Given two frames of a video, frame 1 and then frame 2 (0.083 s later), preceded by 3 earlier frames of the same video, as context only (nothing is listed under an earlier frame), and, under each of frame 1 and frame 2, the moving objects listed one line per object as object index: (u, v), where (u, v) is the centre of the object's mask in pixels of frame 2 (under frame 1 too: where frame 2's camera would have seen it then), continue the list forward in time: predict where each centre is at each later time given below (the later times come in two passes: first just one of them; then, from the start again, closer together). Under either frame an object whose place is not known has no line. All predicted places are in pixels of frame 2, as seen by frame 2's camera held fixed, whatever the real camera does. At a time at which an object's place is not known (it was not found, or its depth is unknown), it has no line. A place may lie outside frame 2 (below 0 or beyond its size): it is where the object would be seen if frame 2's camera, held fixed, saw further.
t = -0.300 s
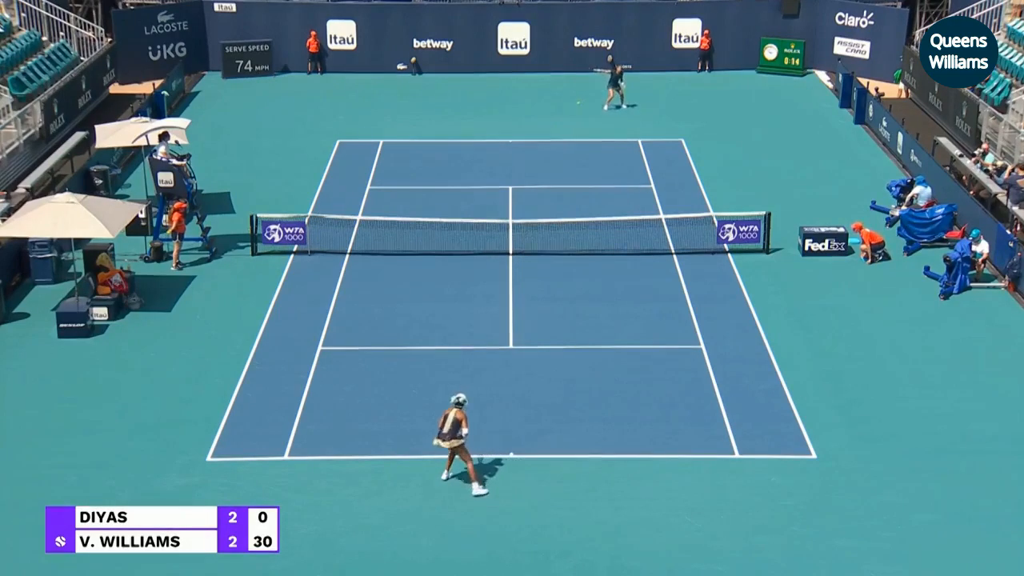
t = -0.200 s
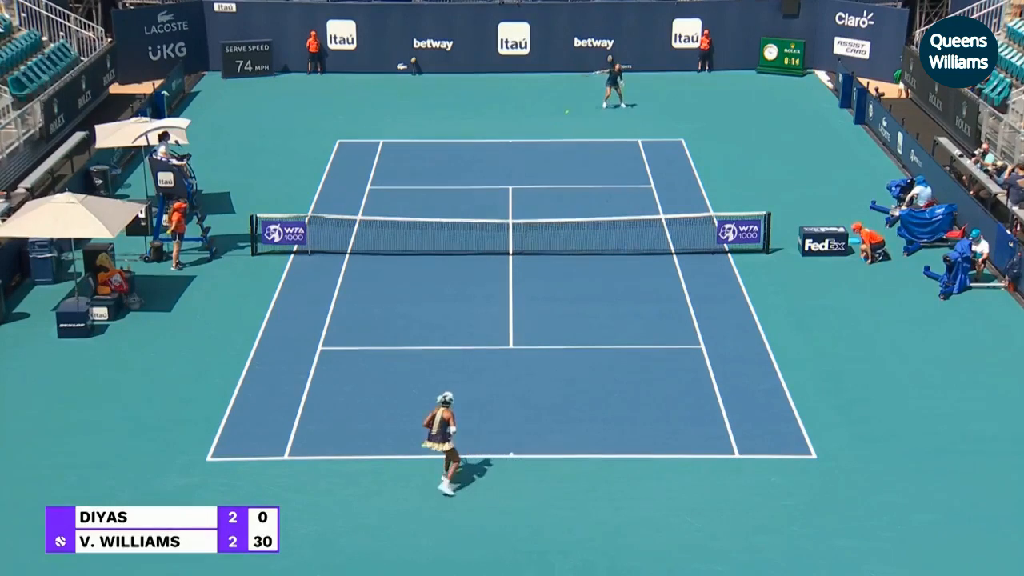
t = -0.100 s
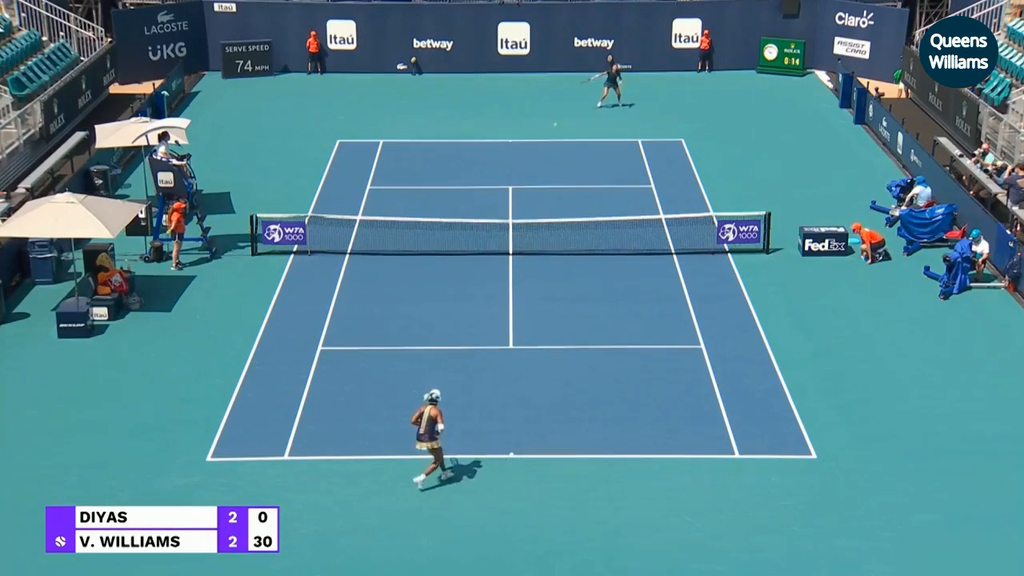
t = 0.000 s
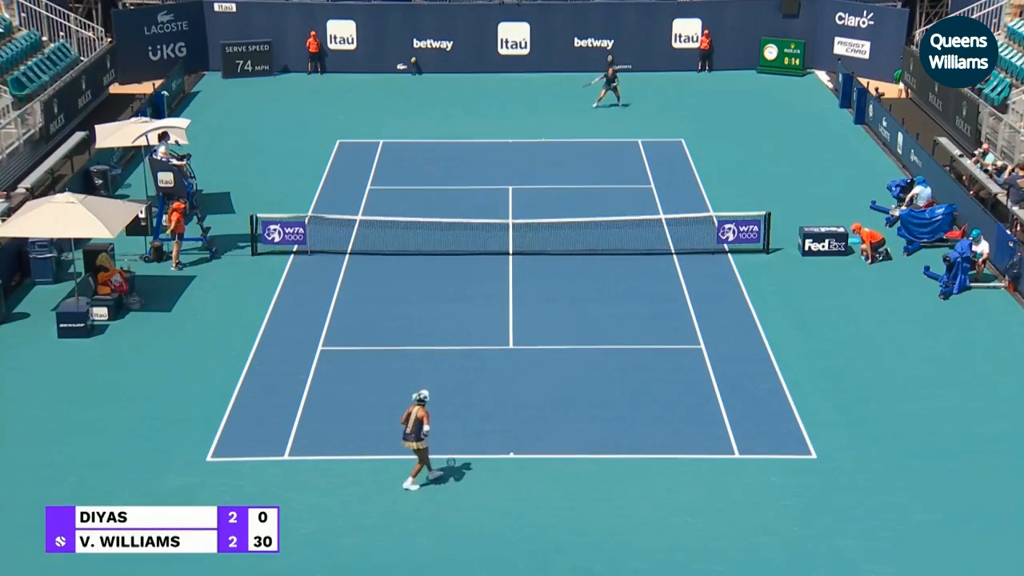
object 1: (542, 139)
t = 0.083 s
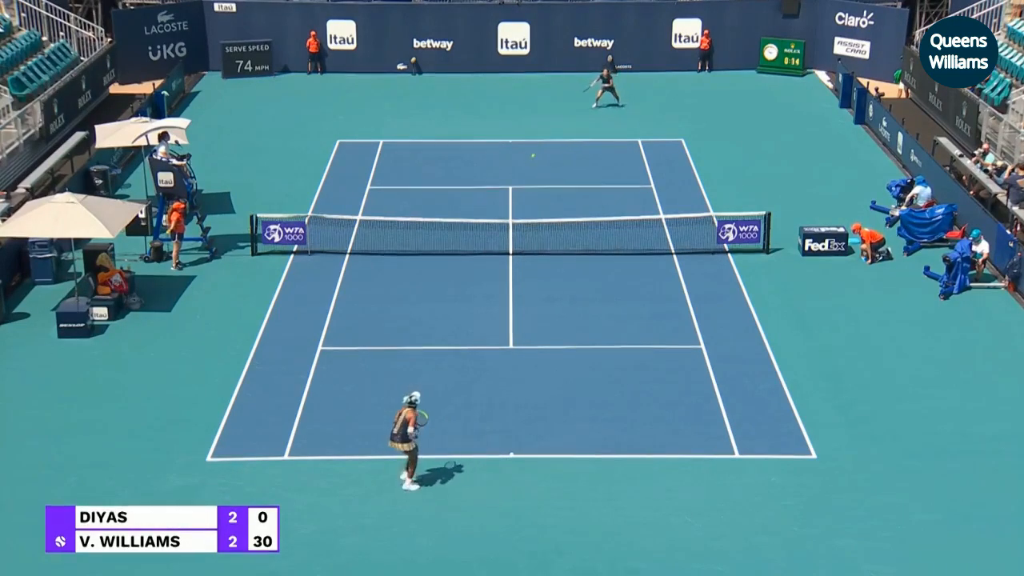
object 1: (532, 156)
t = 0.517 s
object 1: (473, 284)
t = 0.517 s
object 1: (473, 284)
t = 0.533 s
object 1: (470, 290)
